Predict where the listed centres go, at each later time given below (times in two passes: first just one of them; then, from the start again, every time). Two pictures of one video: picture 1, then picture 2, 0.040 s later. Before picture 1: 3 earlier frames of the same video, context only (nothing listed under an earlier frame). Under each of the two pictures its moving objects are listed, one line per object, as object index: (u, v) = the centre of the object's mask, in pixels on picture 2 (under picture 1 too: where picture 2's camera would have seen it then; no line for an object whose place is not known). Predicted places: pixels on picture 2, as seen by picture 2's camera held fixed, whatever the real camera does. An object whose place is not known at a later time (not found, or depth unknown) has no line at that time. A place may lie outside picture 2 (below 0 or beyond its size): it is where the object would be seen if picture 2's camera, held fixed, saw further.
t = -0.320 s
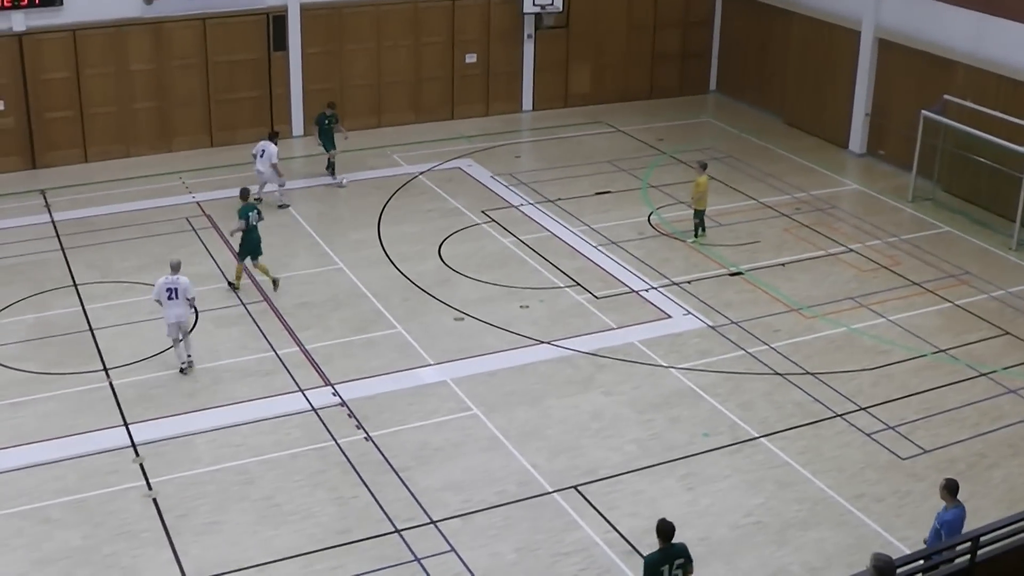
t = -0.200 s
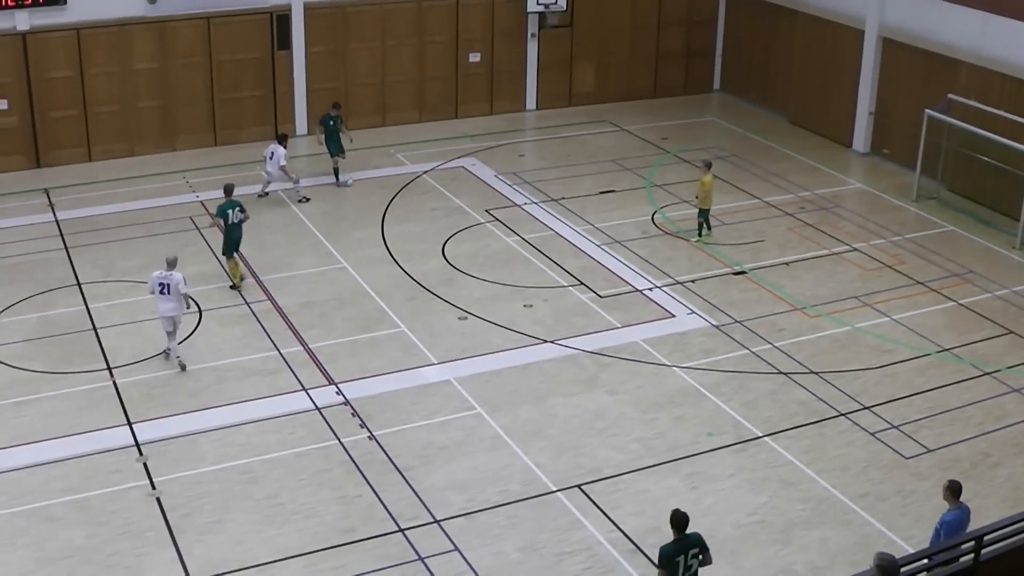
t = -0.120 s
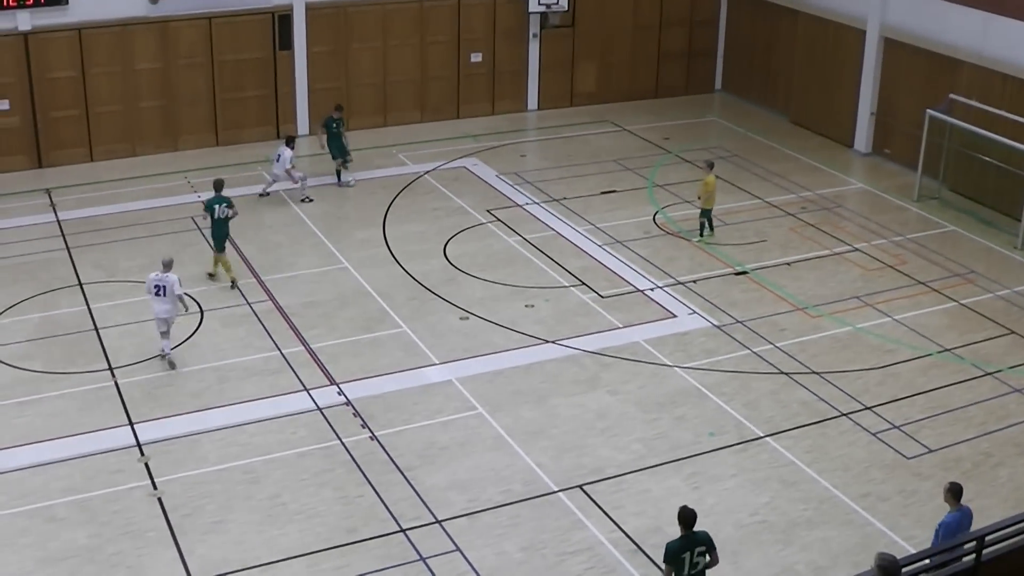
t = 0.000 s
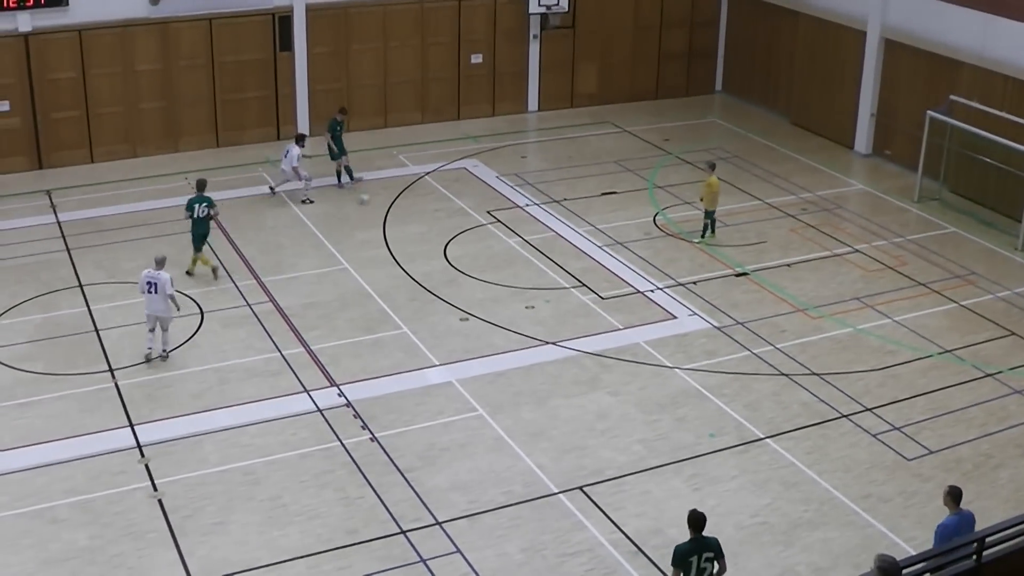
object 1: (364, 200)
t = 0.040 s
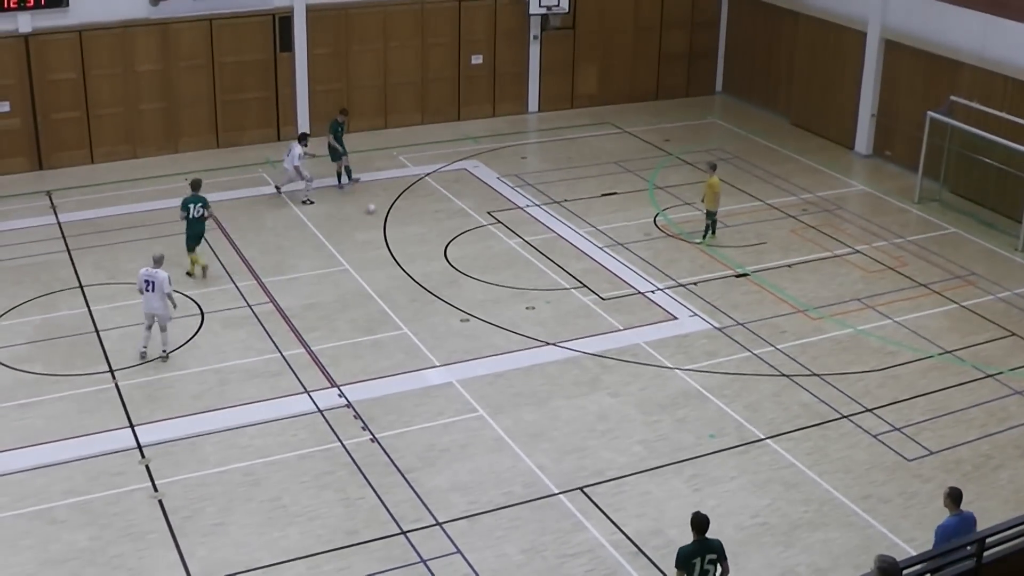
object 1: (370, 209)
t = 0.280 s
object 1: (411, 267)
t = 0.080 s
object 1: (376, 218)
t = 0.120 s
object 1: (382, 227)
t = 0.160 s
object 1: (391, 237)
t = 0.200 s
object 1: (397, 248)
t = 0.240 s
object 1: (404, 257)
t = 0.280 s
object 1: (411, 267)
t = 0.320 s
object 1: (419, 276)
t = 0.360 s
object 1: (425, 289)
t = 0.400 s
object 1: (432, 298)
